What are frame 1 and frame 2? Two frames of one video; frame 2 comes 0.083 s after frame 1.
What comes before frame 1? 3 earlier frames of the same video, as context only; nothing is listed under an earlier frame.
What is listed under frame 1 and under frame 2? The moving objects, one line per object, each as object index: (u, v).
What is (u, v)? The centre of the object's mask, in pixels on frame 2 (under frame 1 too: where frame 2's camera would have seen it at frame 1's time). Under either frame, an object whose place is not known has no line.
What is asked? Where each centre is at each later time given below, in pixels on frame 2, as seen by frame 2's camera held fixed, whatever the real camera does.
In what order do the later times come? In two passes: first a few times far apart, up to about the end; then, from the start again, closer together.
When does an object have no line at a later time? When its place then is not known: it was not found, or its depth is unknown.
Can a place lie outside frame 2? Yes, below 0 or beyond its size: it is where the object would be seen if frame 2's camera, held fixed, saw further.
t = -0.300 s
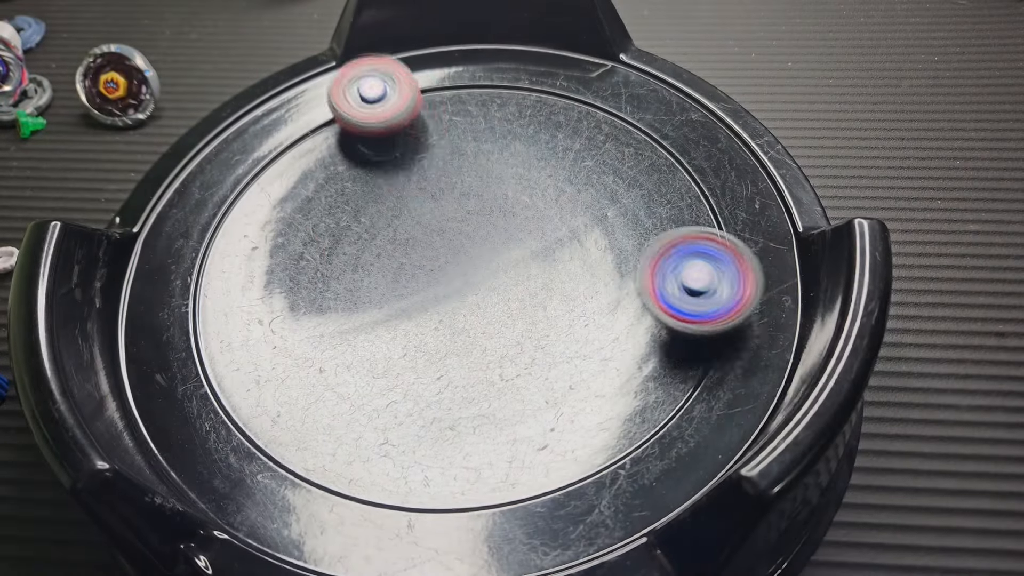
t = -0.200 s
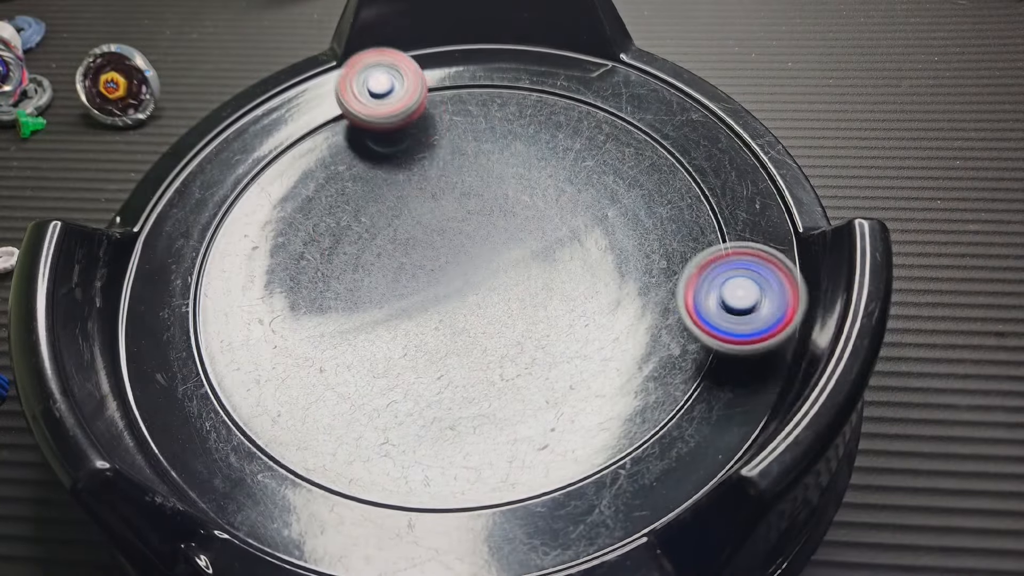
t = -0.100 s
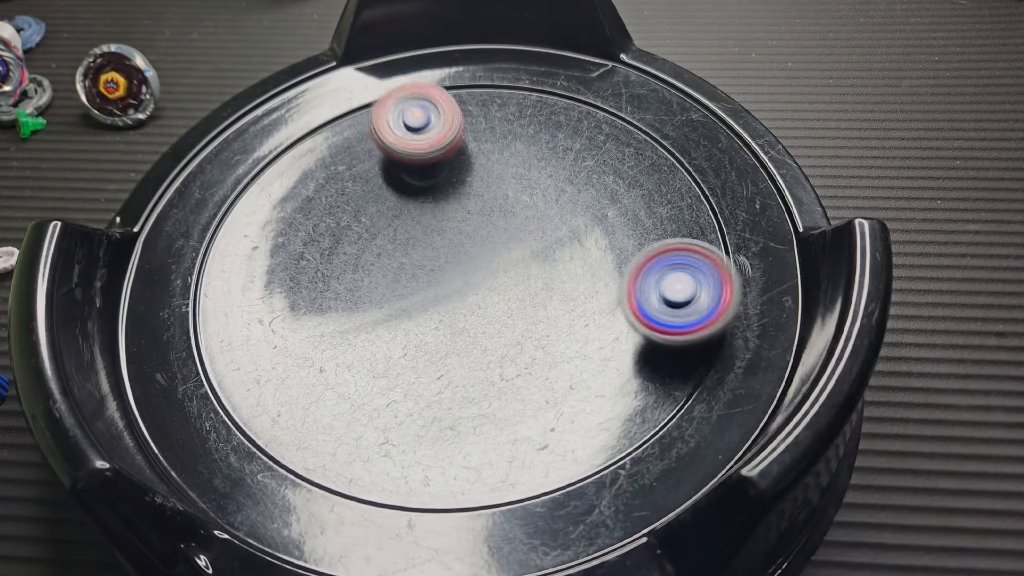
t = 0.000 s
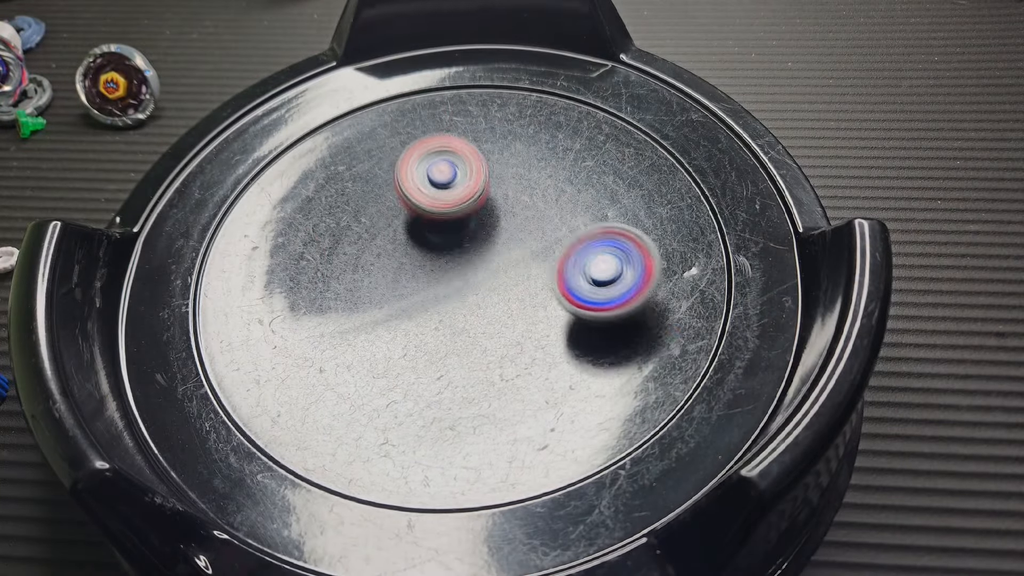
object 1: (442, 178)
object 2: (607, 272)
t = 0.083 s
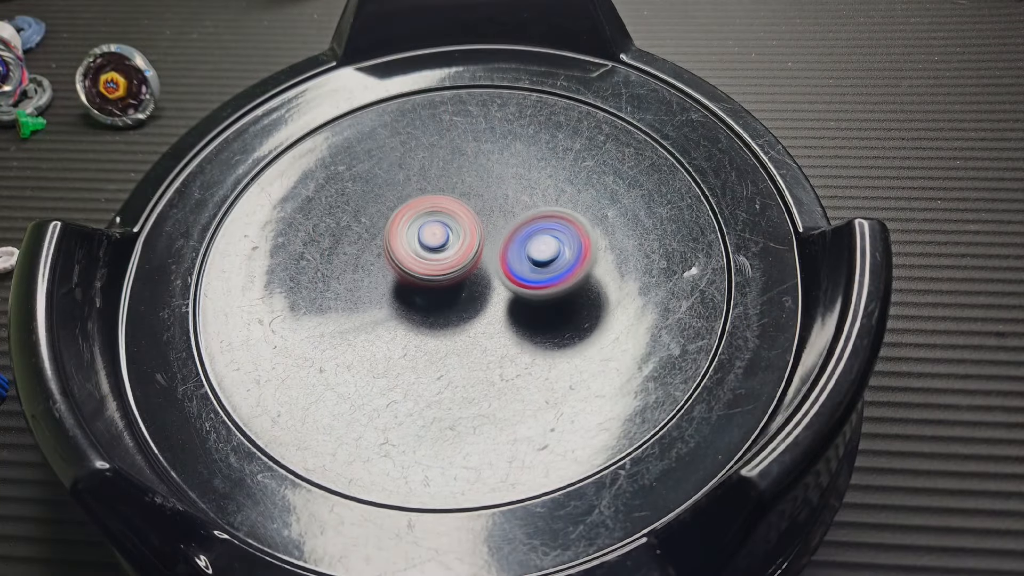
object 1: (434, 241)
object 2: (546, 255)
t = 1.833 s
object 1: (718, 187)
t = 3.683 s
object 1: (464, 43)
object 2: (448, 215)
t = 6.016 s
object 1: (508, 69)
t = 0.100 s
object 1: (428, 253)
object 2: (535, 251)
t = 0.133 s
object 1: (376, 274)
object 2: (549, 242)
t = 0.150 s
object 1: (337, 282)
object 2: (565, 238)
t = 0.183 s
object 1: (261, 292)
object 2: (594, 231)
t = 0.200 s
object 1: (216, 296)
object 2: (605, 228)
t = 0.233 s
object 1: (149, 288)
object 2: (625, 221)
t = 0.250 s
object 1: (144, 273)
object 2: (636, 215)
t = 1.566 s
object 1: (391, 175)
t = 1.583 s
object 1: (410, 165)
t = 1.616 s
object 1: (454, 148)
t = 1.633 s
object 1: (476, 140)
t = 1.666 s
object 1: (521, 132)
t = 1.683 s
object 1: (544, 130)
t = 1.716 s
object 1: (587, 131)
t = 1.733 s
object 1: (610, 134)
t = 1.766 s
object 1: (655, 143)
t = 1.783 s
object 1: (678, 150)
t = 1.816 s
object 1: (708, 172)
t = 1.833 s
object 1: (718, 187)
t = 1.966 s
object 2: (369, 292)
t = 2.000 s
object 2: (347, 298)
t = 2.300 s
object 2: (214, 204)
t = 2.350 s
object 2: (213, 170)
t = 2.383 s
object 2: (217, 154)
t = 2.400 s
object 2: (219, 149)
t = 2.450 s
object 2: (226, 134)
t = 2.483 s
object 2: (231, 127)
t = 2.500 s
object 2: (234, 125)
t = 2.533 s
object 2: (239, 121)
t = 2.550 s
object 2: (242, 121)
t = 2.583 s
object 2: (247, 120)
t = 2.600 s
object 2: (250, 121)
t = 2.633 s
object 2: (255, 123)
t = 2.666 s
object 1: (414, 193)
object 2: (261, 126)
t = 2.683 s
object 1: (434, 182)
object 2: (265, 129)
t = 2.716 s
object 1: (474, 166)
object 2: (276, 140)
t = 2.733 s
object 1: (496, 159)
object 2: (283, 147)
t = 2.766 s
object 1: (538, 151)
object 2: (297, 160)
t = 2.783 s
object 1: (559, 149)
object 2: (305, 167)
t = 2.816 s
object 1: (600, 150)
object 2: (323, 184)
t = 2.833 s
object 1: (622, 153)
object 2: (334, 193)
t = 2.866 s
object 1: (664, 161)
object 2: (352, 209)
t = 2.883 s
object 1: (685, 167)
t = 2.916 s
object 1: (717, 185)
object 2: (381, 231)
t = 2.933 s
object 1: (728, 200)
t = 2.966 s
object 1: (750, 228)
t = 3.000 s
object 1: (761, 261)
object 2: (436, 268)
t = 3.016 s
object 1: (756, 284)
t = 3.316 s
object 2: (535, 229)
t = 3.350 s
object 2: (530, 217)
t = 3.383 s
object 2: (521, 204)
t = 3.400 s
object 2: (516, 197)
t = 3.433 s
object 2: (506, 184)
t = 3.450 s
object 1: (269, 229)
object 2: (501, 178)
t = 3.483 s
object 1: (277, 191)
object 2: (490, 167)
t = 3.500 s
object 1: (285, 174)
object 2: (485, 162)
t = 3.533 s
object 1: (305, 140)
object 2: (472, 152)
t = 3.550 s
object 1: (316, 126)
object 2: (466, 148)
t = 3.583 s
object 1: (344, 96)
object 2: (452, 141)
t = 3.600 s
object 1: (360, 84)
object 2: (445, 140)
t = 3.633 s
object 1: (391, 55)
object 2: (439, 153)
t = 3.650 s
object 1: (412, 46)
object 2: (443, 175)
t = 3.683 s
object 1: (464, 43)
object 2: (448, 215)
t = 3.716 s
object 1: (516, 55)
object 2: (452, 250)
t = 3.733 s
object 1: (537, 55)
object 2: (456, 268)
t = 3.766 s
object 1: (580, 66)
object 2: (463, 298)
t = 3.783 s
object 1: (599, 75)
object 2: (468, 312)
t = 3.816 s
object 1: (635, 92)
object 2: (479, 338)
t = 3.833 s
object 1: (651, 104)
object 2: (485, 348)
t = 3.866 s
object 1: (679, 131)
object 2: (497, 362)
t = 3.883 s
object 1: (689, 149)
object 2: (504, 368)
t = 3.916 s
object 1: (708, 186)
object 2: (517, 374)
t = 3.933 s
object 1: (714, 207)
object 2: (525, 375)
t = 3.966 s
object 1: (722, 248)
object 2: (540, 373)
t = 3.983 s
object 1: (722, 269)
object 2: (547, 370)
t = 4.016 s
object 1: (715, 313)
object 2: (562, 361)
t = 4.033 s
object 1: (708, 335)
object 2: (569, 356)
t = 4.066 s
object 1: (690, 380)
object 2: (573, 340)
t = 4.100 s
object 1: (674, 431)
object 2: (567, 322)
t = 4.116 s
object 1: (651, 448)
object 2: (564, 313)
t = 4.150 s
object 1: (579, 483)
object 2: (557, 293)
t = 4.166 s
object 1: (545, 497)
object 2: (554, 283)
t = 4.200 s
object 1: (479, 515)
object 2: (547, 266)
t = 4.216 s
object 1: (445, 520)
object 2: (544, 257)
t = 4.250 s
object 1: (376, 523)
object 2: (539, 240)
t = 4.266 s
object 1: (342, 522)
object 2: (537, 233)
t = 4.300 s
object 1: (276, 515)
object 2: (534, 219)
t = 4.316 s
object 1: (248, 509)
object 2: (533, 213)
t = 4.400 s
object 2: (533, 190)
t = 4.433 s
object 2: (529, 188)
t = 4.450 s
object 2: (527, 188)
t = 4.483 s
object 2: (522, 190)
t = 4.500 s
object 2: (520, 193)
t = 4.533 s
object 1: (332, 261)
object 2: (514, 198)
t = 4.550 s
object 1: (343, 247)
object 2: (510, 201)
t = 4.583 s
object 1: (371, 221)
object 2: (504, 209)
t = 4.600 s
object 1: (385, 210)
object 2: (501, 214)
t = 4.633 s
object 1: (411, 186)
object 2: (500, 227)
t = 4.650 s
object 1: (418, 169)
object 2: (504, 238)
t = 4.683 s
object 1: (437, 133)
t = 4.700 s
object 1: (448, 118)
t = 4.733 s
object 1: (473, 90)
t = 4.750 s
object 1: (485, 80)
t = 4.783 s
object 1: (511, 62)
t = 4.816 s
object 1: (537, 59)
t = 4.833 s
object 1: (549, 60)
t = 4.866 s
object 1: (572, 58)
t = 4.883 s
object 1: (583, 57)
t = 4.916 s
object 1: (606, 62)
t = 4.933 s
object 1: (618, 65)
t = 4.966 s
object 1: (641, 71)
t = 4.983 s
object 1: (653, 76)
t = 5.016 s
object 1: (674, 90)
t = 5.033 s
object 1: (682, 99)
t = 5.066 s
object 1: (692, 120)
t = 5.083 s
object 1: (694, 133)
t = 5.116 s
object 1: (692, 160)
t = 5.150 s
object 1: (698, 185)
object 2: (603, 259)
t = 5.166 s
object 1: (727, 182)
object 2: (563, 269)
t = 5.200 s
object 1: (783, 186)
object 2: (492, 283)
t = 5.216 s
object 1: (791, 185)
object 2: (459, 288)
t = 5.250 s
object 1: (789, 192)
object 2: (398, 296)
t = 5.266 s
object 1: (782, 200)
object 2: (371, 297)
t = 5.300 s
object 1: (754, 225)
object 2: (318, 304)
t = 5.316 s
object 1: (740, 233)
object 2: (294, 309)
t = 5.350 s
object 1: (715, 242)
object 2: (251, 323)
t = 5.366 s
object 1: (700, 252)
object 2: (226, 334)
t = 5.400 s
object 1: (668, 266)
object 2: (192, 355)
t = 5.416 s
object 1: (652, 275)
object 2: (183, 364)
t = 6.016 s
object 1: (508, 69)
